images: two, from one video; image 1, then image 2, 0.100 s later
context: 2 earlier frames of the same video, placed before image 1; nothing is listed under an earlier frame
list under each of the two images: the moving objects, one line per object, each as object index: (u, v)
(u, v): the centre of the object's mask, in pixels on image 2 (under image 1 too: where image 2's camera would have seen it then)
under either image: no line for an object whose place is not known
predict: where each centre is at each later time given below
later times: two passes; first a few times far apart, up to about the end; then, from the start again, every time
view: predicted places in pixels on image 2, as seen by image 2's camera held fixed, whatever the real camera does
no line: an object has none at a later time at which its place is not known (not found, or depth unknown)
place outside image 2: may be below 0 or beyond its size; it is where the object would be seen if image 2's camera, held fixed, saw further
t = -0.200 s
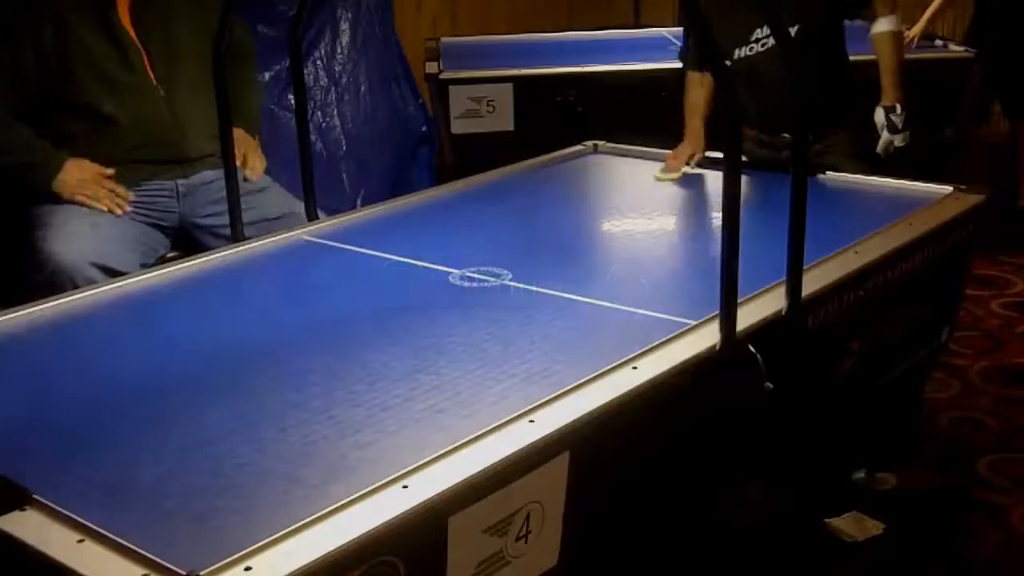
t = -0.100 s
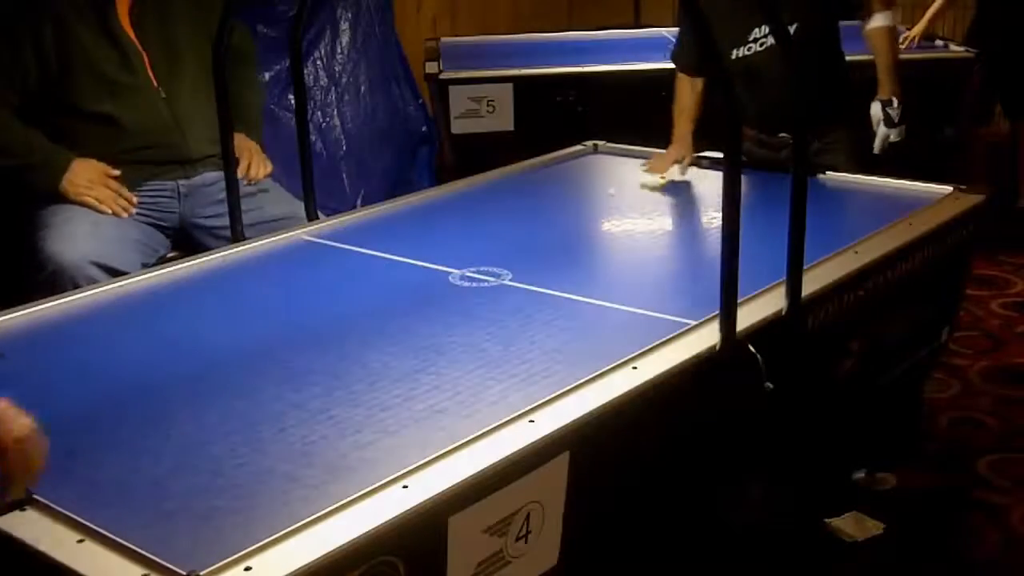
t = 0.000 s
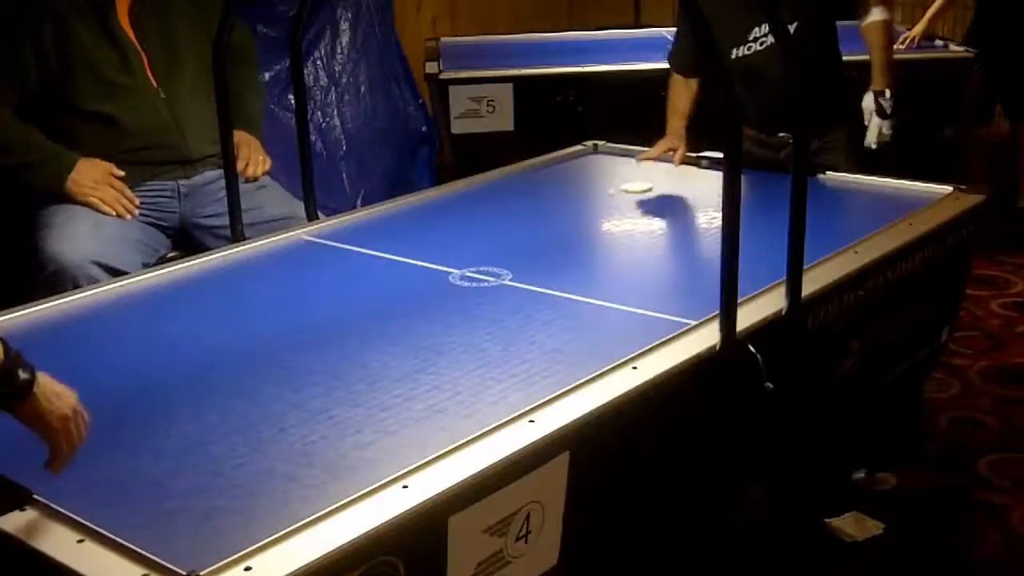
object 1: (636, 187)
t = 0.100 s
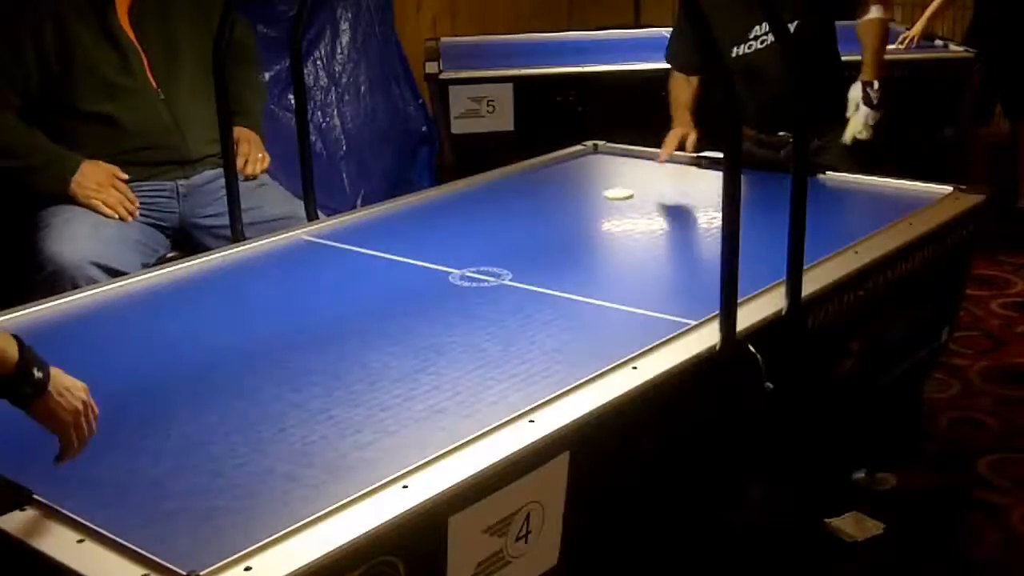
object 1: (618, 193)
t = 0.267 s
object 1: (586, 205)
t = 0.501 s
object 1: (537, 221)
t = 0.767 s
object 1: (474, 243)
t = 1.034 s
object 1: (403, 266)
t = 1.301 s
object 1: (322, 292)
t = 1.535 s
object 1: (243, 317)
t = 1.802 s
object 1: (142, 349)
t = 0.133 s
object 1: (612, 196)
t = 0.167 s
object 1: (605, 198)
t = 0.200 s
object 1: (599, 200)
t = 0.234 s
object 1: (592, 203)
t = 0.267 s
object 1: (586, 205)
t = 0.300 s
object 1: (579, 207)
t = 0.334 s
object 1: (572, 209)
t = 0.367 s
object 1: (565, 212)
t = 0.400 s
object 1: (558, 214)
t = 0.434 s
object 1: (551, 217)
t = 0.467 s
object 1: (544, 219)
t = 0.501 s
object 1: (537, 221)
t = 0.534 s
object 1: (529, 224)
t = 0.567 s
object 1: (521, 227)
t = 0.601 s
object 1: (514, 229)
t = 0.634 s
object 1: (506, 232)
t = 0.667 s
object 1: (498, 235)
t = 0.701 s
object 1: (490, 237)
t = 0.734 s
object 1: (482, 240)
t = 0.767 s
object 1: (474, 243)
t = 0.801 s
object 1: (466, 245)
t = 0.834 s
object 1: (457, 248)
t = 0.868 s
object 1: (448, 251)
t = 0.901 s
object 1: (439, 254)
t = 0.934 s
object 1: (430, 257)
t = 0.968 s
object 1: (421, 260)
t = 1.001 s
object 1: (412, 262)
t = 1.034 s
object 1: (403, 266)
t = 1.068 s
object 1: (393, 269)
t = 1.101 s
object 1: (384, 272)
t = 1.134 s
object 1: (374, 275)
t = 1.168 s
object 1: (364, 278)
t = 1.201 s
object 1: (353, 282)
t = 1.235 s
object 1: (343, 285)
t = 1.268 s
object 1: (333, 288)
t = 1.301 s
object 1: (322, 292)
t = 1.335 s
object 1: (312, 295)
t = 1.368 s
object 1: (301, 299)
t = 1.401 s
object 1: (290, 302)
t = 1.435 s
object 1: (278, 306)
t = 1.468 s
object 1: (267, 310)
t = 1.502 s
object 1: (255, 313)
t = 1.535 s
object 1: (243, 317)
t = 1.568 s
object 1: (232, 321)
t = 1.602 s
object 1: (219, 325)
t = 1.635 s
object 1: (206, 329)
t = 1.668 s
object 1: (194, 333)
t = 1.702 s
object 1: (181, 337)
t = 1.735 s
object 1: (168, 341)
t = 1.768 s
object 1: (155, 345)
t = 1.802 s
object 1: (142, 349)
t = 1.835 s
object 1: (128, 354)
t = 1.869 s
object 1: (114, 358)
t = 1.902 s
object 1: (100, 363)
